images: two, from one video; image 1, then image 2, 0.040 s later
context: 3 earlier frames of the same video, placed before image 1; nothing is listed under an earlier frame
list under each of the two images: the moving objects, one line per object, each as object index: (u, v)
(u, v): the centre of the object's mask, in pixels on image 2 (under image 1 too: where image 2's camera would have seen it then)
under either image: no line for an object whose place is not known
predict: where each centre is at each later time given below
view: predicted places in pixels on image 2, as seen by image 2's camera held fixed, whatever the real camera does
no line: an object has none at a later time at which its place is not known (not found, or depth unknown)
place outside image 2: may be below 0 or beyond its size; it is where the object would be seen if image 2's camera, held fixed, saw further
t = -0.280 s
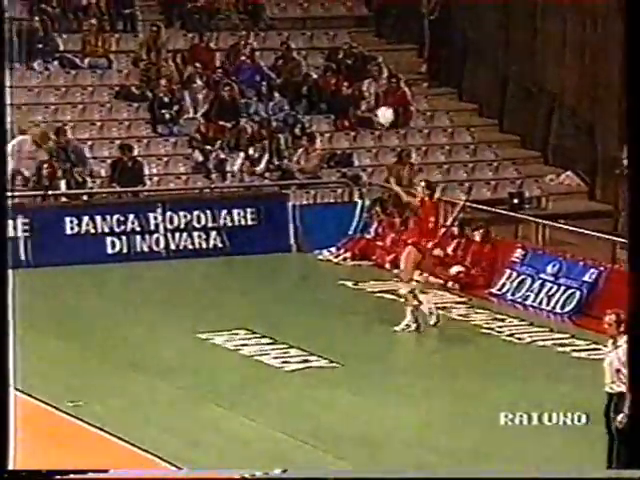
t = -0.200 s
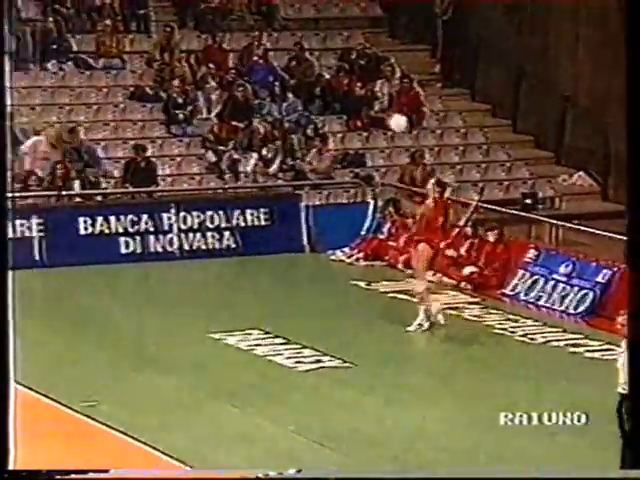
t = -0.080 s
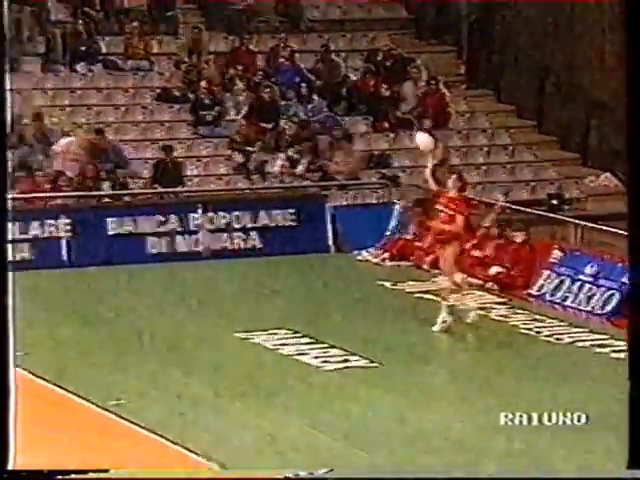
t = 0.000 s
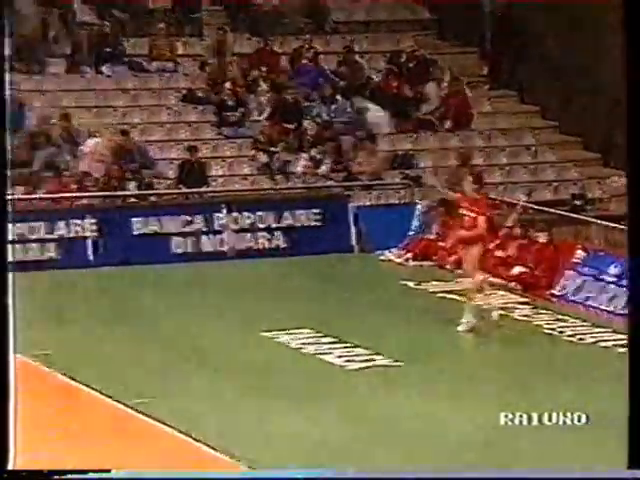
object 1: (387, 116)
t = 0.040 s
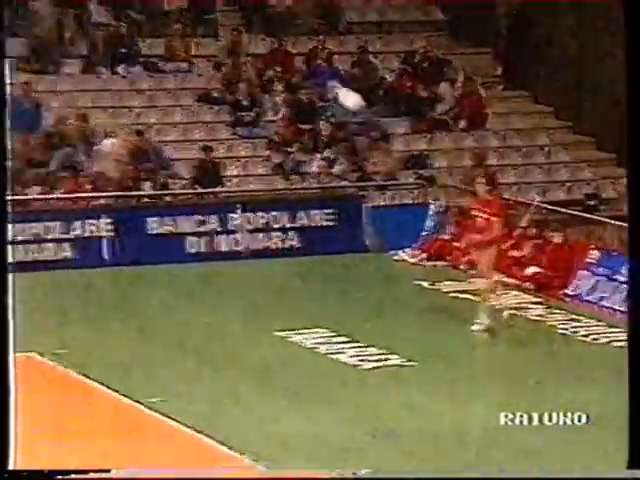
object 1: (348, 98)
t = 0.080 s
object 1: (301, 80)
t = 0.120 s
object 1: (257, 65)
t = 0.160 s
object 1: (213, 51)
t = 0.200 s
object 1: (166, 38)
